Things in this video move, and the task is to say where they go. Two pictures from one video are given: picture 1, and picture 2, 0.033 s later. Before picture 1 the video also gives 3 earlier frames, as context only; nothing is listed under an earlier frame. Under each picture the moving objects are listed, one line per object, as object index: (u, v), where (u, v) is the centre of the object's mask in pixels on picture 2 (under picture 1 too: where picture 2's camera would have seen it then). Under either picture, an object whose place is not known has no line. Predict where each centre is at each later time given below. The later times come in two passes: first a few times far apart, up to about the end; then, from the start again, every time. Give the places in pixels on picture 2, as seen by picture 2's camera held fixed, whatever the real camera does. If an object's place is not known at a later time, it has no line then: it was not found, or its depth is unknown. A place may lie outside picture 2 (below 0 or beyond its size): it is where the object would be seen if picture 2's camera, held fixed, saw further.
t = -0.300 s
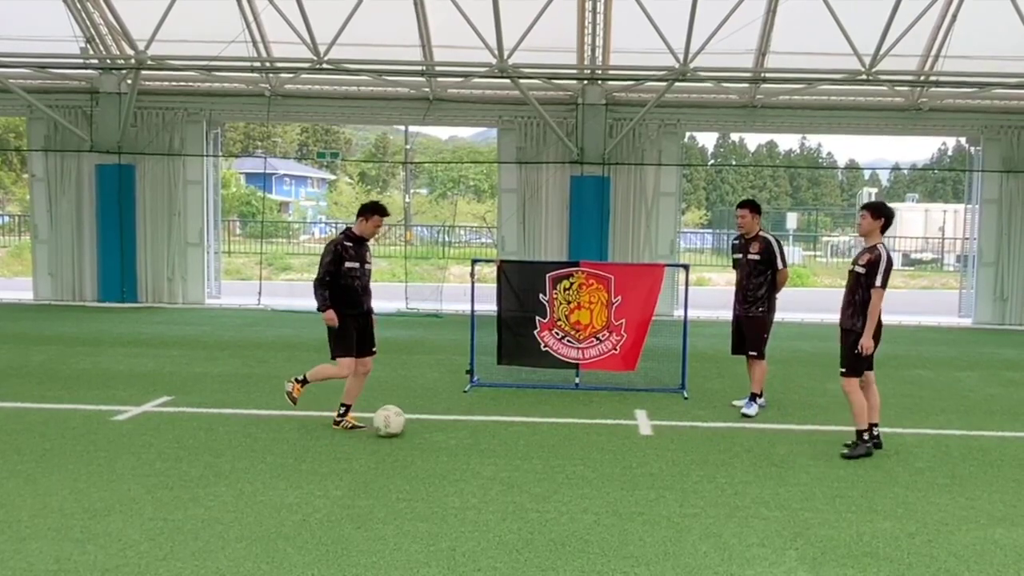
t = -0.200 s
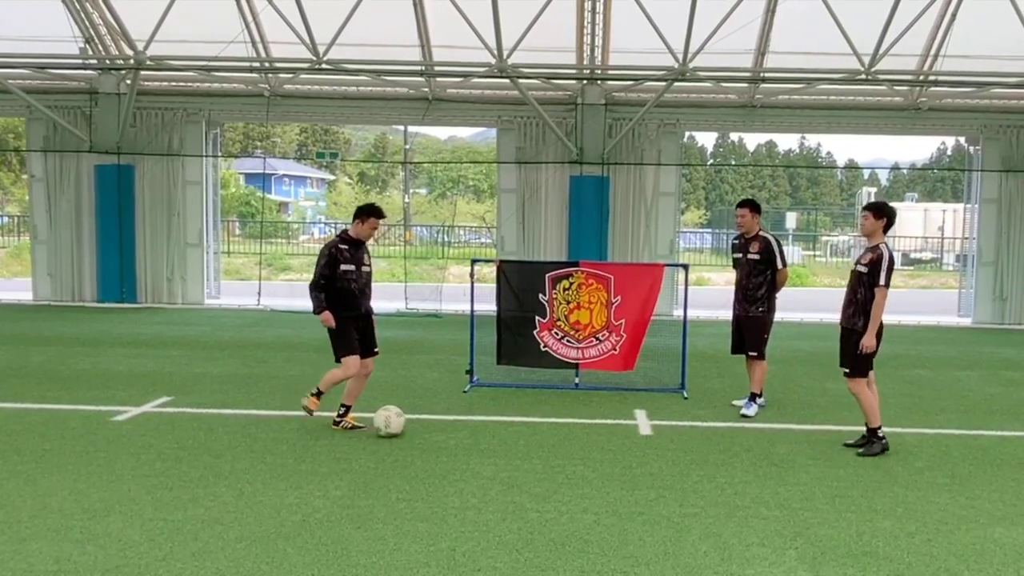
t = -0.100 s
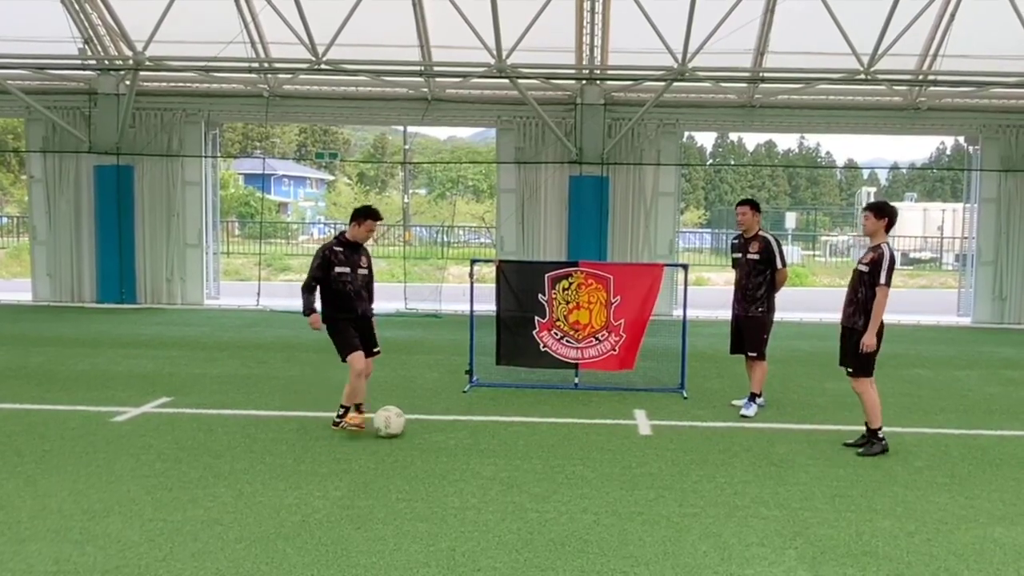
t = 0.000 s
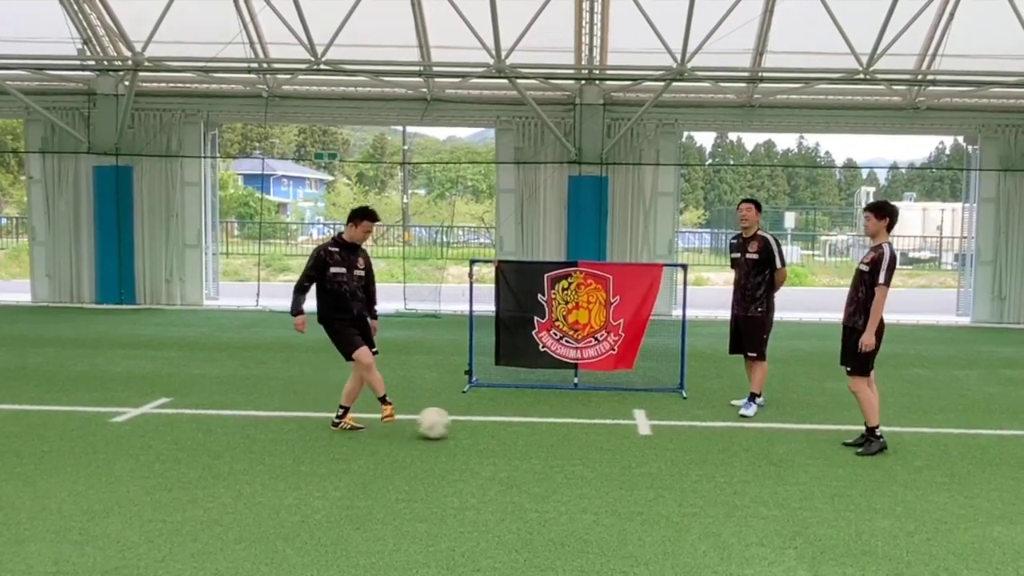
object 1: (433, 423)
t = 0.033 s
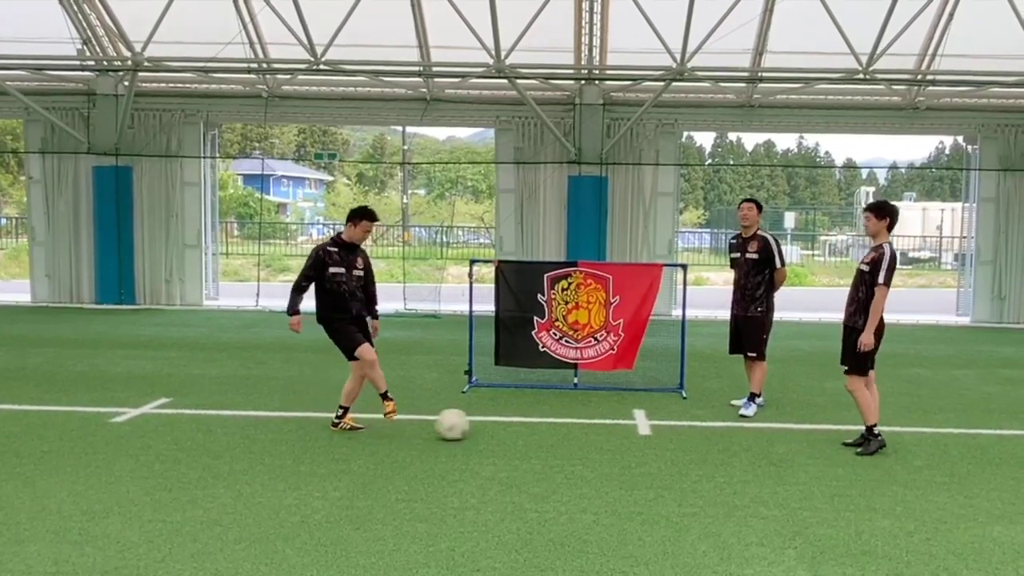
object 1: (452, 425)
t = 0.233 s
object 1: (550, 428)
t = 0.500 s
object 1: (655, 430)
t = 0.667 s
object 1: (718, 433)
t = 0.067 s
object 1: (470, 425)
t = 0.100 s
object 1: (487, 425)
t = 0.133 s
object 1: (504, 426)
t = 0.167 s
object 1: (520, 426)
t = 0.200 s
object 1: (536, 427)
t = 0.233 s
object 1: (550, 428)
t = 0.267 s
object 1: (563, 427)
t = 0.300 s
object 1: (577, 428)
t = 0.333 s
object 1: (590, 429)
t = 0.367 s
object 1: (603, 429)
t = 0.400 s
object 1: (616, 429)
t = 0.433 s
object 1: (628, 430)
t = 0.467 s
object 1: (642, 429)
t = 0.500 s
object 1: (655, 430)
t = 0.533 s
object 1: (668, 431)
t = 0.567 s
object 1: (680, 432)
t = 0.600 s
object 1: (693, 432)
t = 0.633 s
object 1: (705, 433)
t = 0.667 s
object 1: (718, 433)
